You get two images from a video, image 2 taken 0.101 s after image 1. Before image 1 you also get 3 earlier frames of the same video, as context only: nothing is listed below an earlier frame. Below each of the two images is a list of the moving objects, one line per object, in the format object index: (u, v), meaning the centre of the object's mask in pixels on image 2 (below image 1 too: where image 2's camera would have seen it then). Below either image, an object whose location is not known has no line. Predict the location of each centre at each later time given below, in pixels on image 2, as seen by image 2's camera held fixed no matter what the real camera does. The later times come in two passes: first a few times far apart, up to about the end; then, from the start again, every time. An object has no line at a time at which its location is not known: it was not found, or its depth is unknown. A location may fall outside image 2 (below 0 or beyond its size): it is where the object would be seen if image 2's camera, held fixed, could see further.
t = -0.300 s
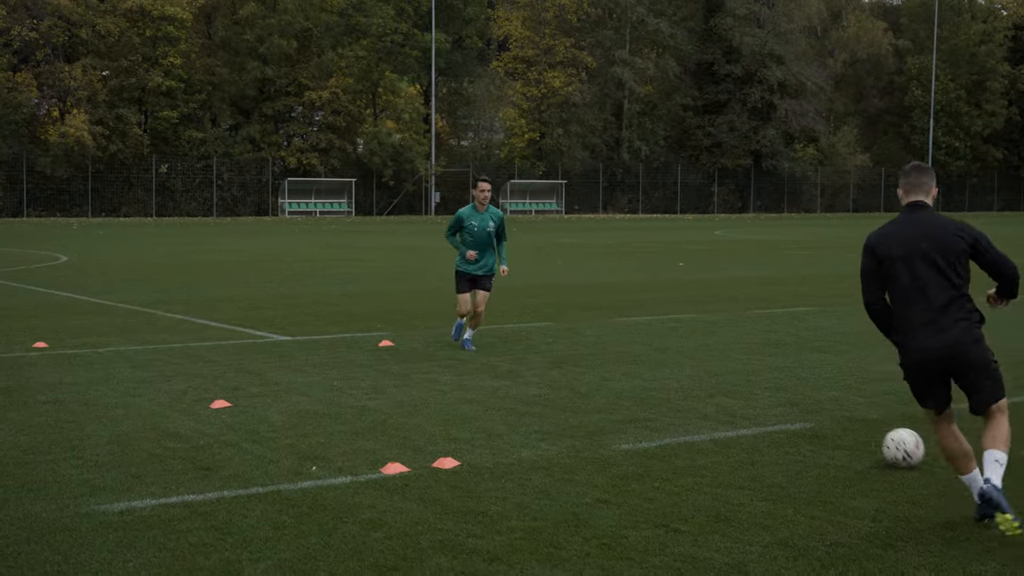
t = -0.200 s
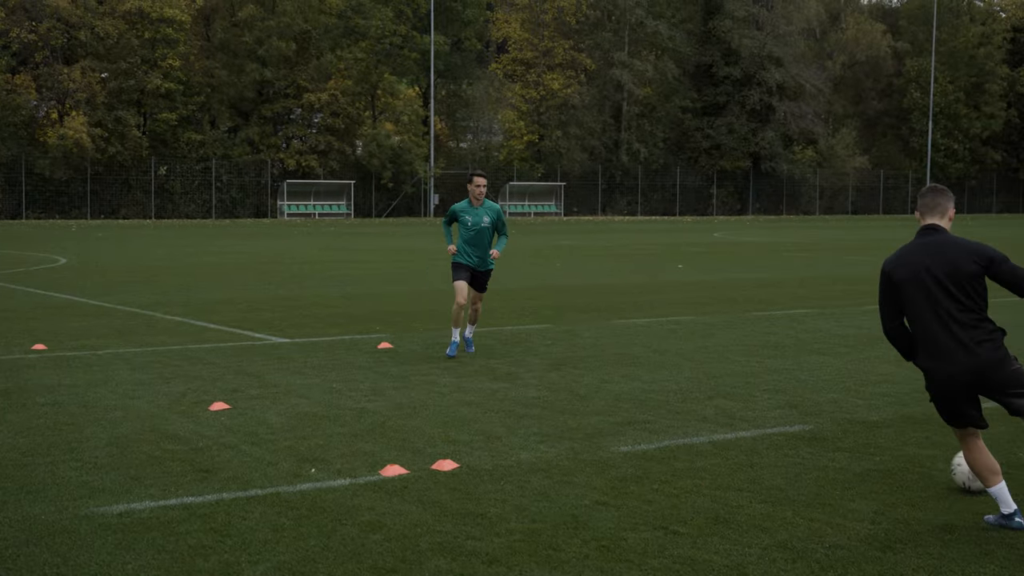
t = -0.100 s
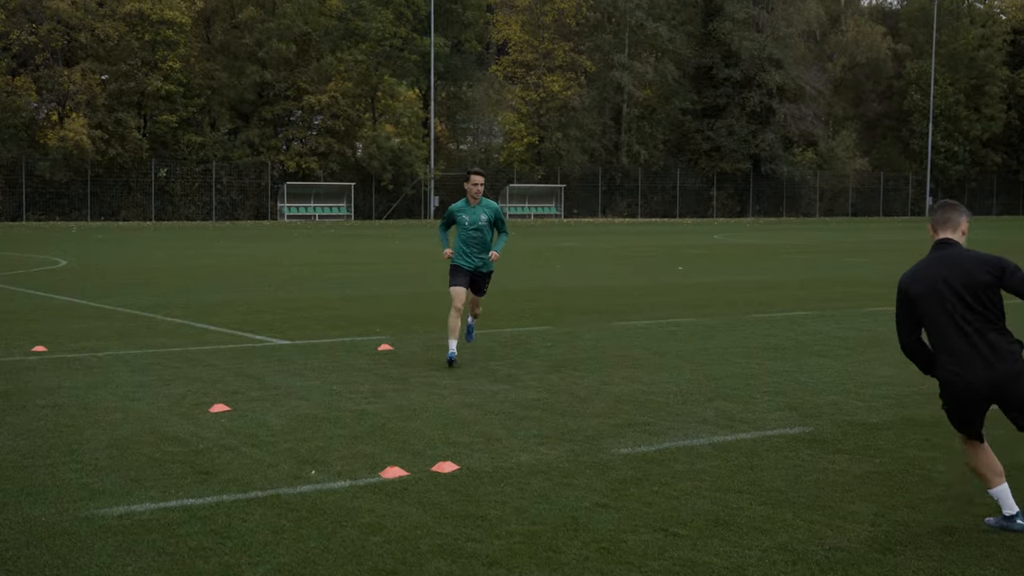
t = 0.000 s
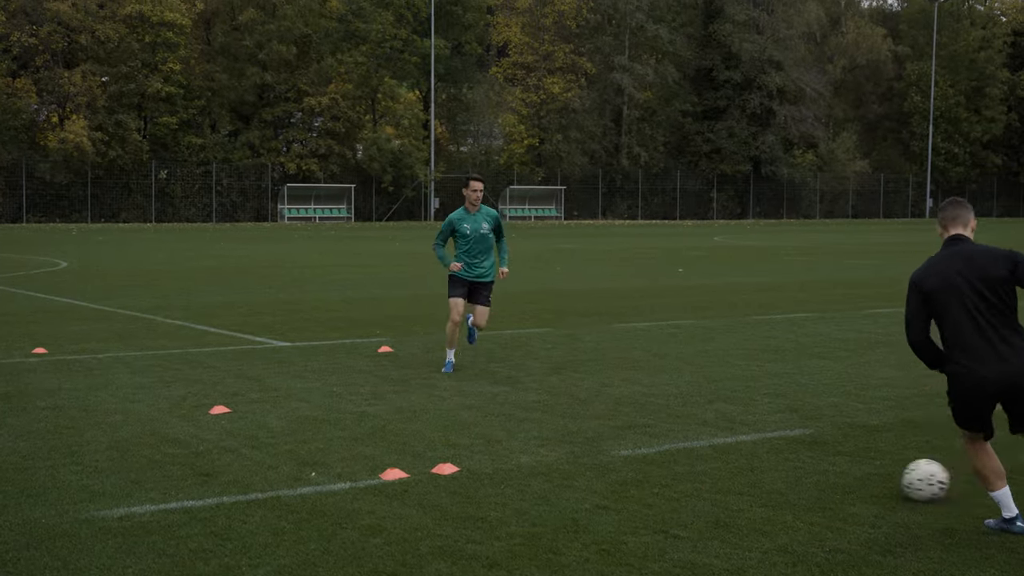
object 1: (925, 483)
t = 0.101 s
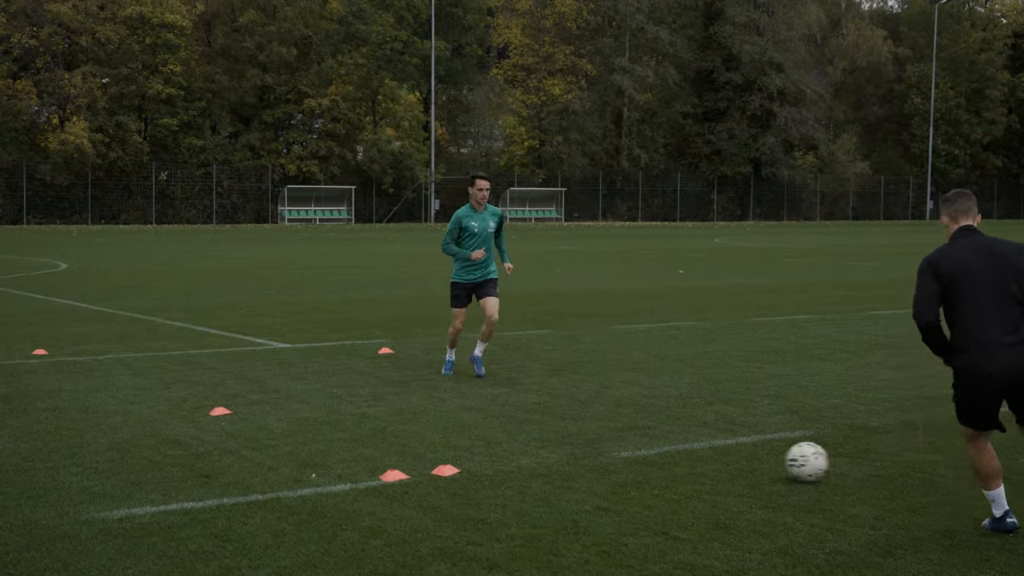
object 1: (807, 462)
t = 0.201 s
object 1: (709, 446)
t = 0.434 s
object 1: (544, 422)
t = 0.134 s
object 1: (771, 457)
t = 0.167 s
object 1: (739, 452)
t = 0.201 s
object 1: (709, 446)
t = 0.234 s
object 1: (681, 441)
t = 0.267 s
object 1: (653, 440)
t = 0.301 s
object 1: (629, 436)
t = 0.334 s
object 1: (606, 431)
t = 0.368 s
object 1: (584, 428)
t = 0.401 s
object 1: (564, 424)
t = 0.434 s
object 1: (544, 422)
